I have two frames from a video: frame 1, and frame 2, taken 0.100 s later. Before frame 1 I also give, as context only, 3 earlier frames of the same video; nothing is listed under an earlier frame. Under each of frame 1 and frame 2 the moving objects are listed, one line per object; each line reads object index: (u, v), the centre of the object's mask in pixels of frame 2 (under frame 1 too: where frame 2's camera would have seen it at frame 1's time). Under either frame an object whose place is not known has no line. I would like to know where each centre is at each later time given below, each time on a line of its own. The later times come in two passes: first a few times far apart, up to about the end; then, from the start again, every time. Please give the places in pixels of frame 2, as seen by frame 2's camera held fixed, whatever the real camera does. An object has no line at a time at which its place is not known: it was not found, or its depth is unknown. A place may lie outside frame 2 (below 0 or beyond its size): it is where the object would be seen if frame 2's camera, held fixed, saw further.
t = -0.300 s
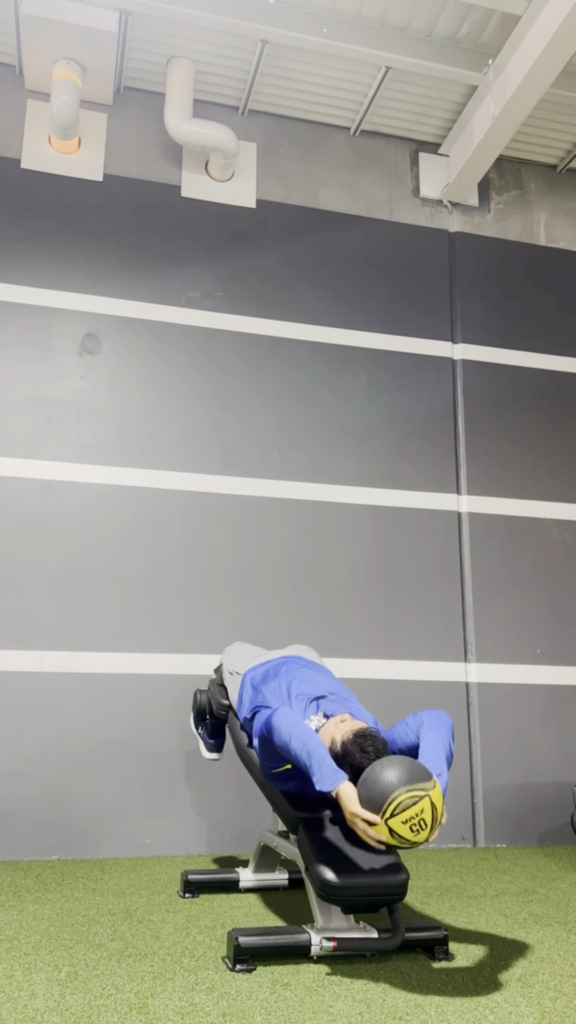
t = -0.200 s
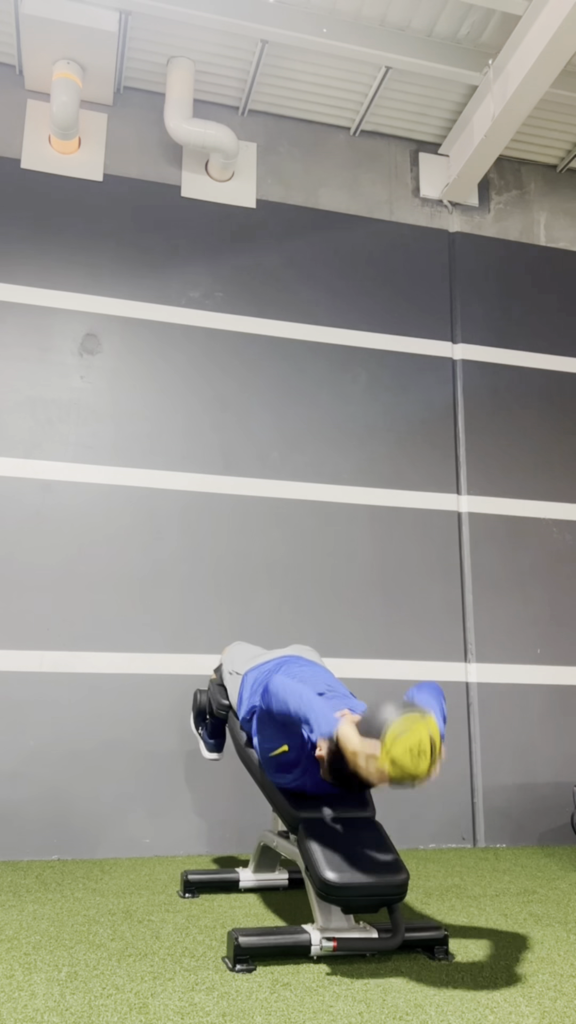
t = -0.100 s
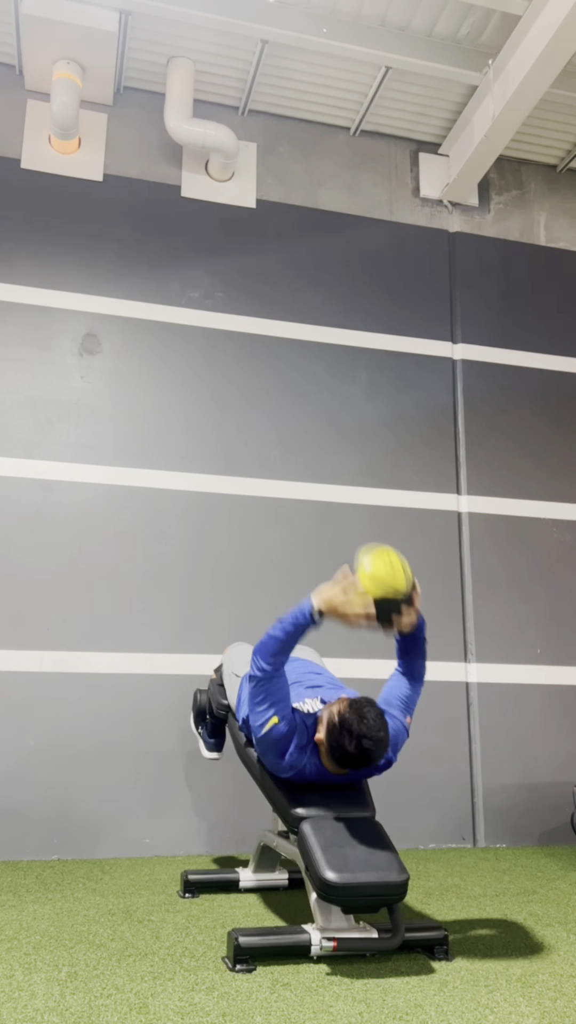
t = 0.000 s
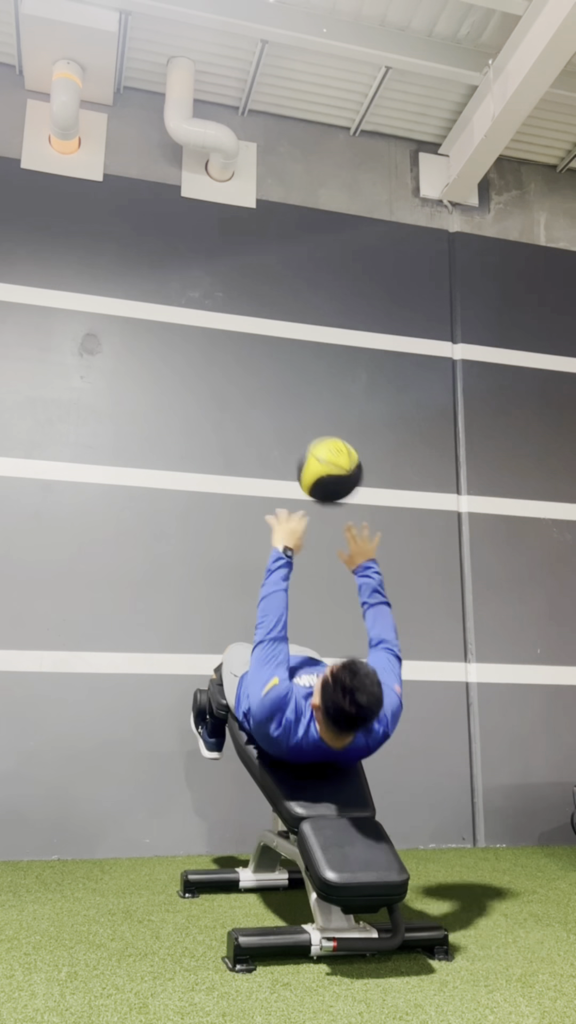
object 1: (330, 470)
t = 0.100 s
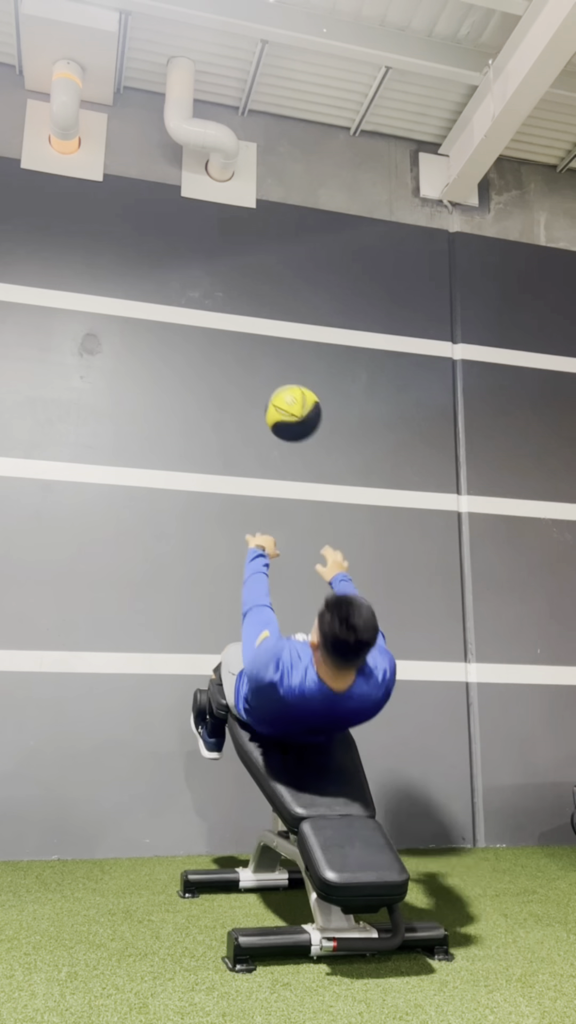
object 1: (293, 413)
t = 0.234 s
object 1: (257, 387)
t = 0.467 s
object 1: (217, 414)
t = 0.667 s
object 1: (226, 427)
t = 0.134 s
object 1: (283, 402)
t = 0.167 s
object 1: (274, 394)
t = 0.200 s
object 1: (265, 390)
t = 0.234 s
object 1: (257, 387)
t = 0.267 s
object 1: (249, 386)
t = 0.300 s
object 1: (242, 388)
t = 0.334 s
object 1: (236, 392)
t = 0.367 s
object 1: (229, 397)
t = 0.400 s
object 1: (224, 404)
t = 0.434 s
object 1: (217, 415)
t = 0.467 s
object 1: (217, 414)
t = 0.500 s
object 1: (218, 410)
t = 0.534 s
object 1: (220, 409)
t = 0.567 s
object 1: (221, 410)
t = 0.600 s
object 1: (223, 414)
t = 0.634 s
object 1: (224, 419)
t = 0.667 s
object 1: (226, 427)
